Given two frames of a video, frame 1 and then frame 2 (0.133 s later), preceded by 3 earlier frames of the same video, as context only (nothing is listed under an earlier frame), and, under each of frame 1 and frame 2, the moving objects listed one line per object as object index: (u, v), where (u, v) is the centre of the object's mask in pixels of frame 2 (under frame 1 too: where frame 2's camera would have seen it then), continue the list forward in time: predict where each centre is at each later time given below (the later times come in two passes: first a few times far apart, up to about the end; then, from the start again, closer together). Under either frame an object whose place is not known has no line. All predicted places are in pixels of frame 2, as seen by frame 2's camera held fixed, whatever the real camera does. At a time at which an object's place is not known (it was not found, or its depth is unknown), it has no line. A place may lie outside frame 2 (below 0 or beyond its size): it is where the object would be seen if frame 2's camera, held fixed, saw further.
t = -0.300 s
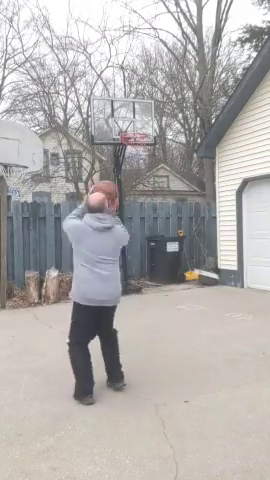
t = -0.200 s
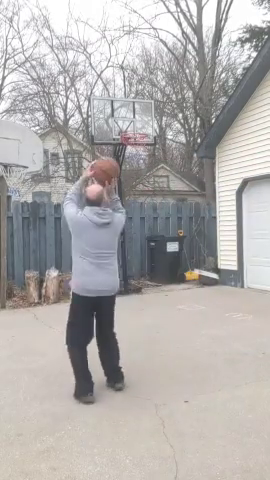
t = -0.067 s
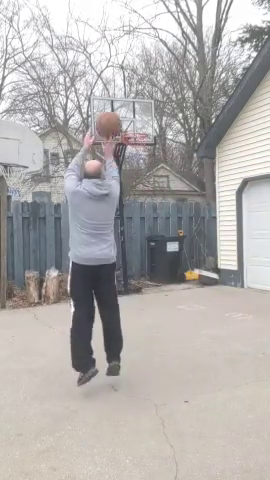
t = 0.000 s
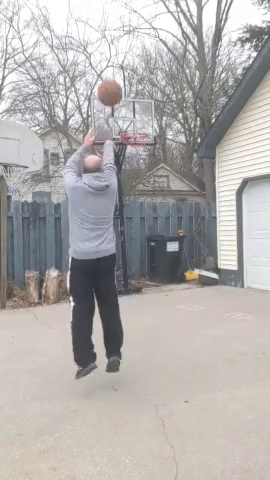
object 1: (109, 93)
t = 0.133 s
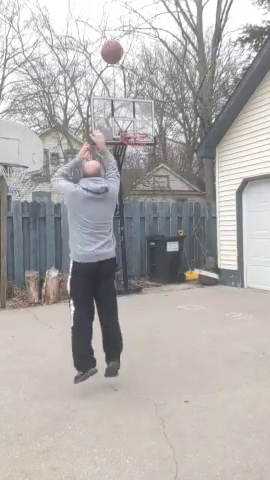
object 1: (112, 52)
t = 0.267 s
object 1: (114, 34)
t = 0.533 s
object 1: (119, 44)
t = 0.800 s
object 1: (124, 94)
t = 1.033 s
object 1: (138, 148)
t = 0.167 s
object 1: (112, 45)
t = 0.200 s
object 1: (113, 40)
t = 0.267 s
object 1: (114, 34)
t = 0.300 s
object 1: (114, 32)
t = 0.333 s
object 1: (115, 32)
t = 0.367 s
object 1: (116, 32)
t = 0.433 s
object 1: (117, 35)
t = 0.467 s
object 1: (117, 37)
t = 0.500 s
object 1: (118, 40)
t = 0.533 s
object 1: (119, 44)
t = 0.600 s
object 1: (120, 54)
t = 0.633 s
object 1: (120, 60)
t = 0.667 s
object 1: (121, 65)
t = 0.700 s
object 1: (122, 72)
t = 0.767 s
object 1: (123, 86)
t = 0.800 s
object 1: (124, 94)
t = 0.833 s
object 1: (124, 102)
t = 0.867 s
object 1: (125, 109)
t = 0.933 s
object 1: (127, 127)
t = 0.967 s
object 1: (131, 137)
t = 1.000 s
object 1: (134, 142)
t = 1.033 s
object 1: (138, 148)
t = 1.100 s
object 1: (143, 152)
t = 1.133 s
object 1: (145, 155)
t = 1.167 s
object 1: (147, 159)
